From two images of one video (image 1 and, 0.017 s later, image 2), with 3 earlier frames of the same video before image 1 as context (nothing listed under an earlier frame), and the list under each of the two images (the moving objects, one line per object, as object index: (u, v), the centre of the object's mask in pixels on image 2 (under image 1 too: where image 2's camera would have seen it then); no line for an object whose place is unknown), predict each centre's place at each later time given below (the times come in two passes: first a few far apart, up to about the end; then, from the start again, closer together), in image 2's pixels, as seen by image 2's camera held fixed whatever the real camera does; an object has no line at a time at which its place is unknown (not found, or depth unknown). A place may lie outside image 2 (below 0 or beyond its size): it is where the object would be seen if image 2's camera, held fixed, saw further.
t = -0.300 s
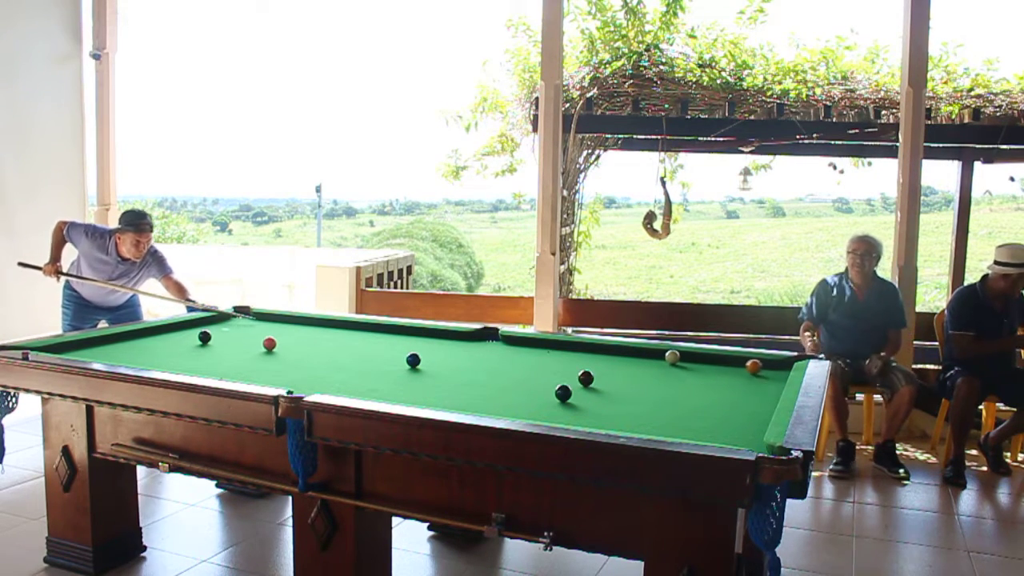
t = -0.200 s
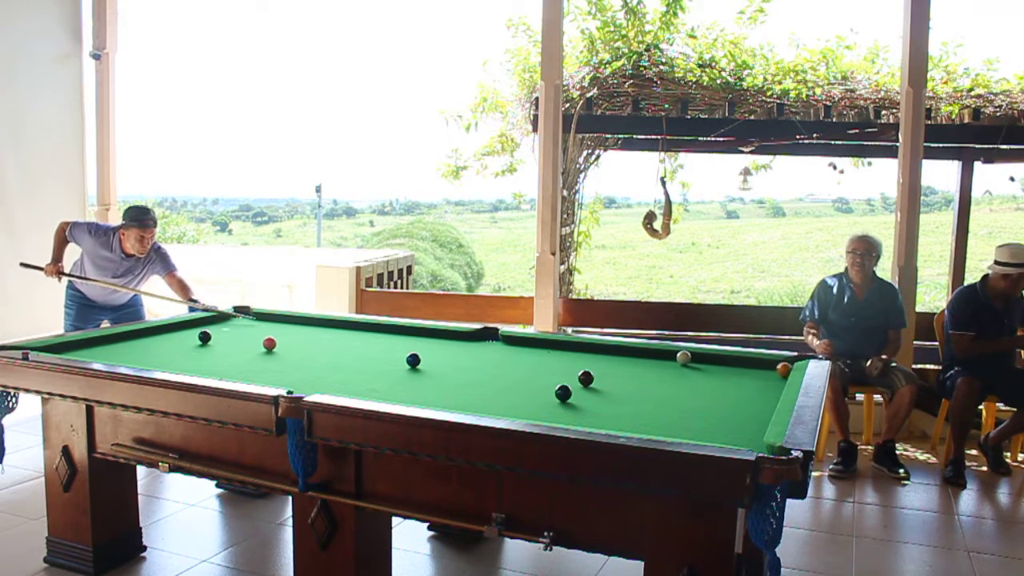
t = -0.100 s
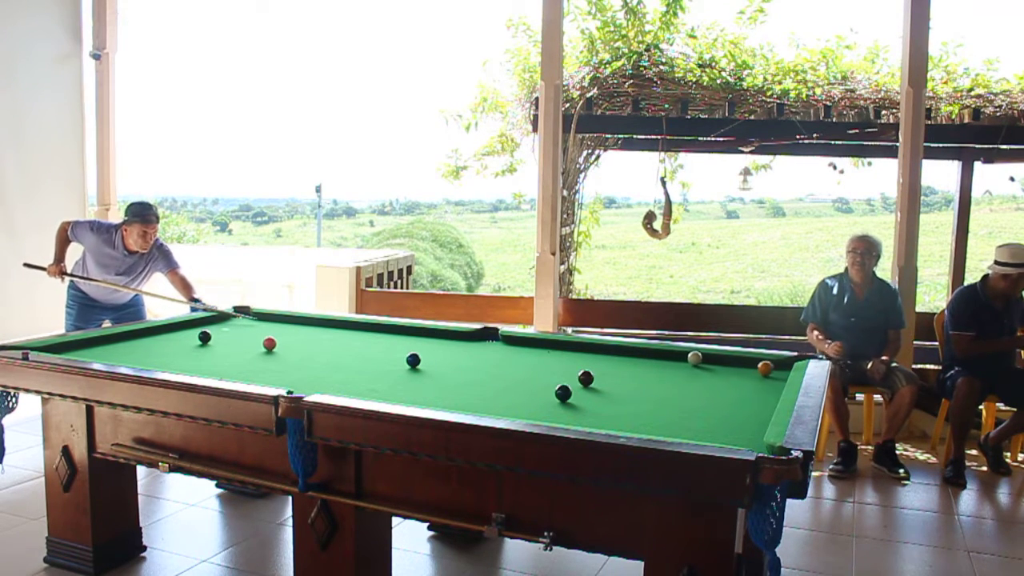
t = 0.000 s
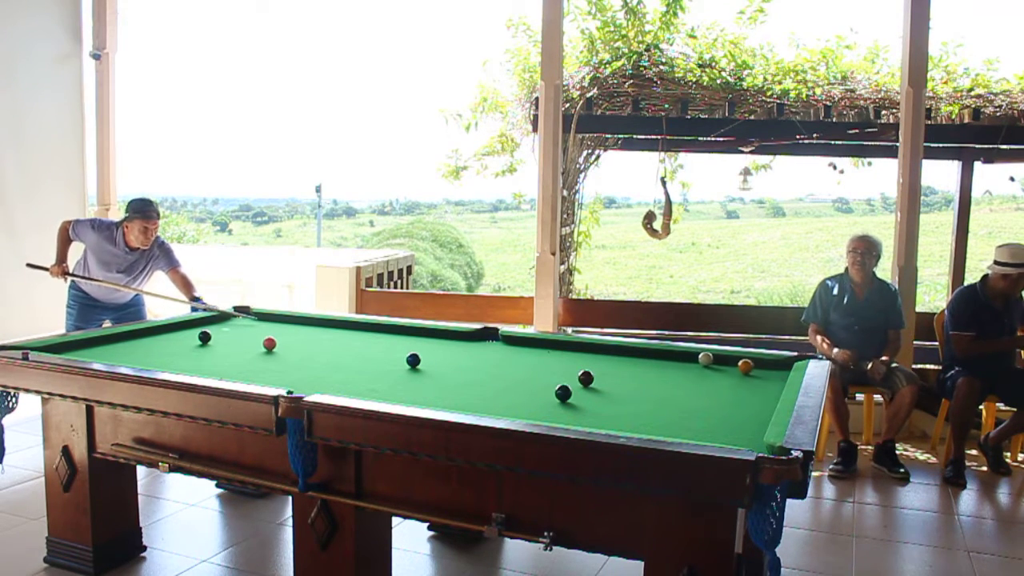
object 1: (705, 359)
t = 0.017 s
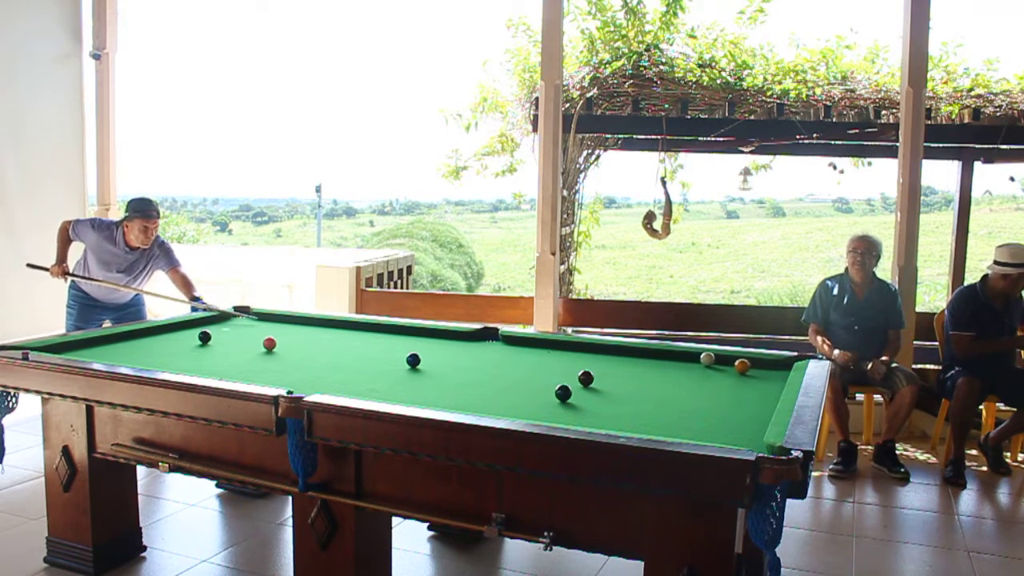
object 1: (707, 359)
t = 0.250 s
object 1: (731, 360)
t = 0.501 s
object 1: (755, 362)
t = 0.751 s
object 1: (777, 363)
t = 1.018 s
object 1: (789, 363)
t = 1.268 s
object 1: (788, 363)
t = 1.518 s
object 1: (789, 363)
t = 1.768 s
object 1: (789, 363)
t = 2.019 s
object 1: (789, 363)
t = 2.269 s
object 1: (789, 363)
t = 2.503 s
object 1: (789, 363)
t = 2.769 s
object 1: (789, 363)
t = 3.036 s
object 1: (790, 363)
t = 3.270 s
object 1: (789, 363)
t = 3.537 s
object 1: (789, 363)
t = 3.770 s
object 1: (789, 363)
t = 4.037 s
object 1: (789, 363)
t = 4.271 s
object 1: (789, 363)
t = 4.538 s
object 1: (789, 363)
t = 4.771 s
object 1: (789, 363)
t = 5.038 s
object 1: (789, 363)
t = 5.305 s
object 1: (789, 363)
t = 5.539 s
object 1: (789, 363)
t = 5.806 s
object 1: (789, 363)
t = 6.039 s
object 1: (789, 363)
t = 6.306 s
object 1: (789, 363)
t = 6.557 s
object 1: (789, 363)
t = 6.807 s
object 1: (789, 363)
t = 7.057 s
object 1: (789, 363)
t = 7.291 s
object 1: (789, 363)
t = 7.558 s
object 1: (790, 363)
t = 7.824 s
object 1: (790, 363)
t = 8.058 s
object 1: (790, 363)
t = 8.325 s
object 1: (790, 363)
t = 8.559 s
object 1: (790, 363)
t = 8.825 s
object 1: (790, 363)
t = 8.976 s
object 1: (790, 363)
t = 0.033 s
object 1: (709, 359)
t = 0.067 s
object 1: (712, 359)
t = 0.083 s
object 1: (714, 359)
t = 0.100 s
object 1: (714, 359)
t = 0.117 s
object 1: (715, 357)
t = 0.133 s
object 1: (719, 355)
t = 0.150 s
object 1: (723, 357)
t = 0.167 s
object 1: (724, 359)
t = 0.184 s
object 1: (724, 360)
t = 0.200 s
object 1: (726, 360)
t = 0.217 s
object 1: (728, 360)
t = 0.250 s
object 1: (731, 360)
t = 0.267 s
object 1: (733, 360)
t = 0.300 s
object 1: (736, 360)
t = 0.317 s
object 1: (738, 360)
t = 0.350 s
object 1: (741, 361)
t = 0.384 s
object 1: (744, 361)
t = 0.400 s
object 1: (746, 361)
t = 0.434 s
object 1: (749, 361)
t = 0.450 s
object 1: (750, 361)
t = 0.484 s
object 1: (753, 362)
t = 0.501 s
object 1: (755, 362)
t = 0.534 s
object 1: (758, 362)
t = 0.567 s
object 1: (761, 362)
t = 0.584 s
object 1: (763, 362)
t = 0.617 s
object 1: (766, 362)
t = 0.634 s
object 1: (767, 363)
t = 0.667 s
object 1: (770, 362)
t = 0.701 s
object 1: (773, 363)
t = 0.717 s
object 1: (775, 363)
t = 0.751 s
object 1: (777, 363)
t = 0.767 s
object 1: (779, 363)
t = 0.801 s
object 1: (781, 363)
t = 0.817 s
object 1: (783, 363)
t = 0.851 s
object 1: (785, 364)
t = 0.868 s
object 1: (786, 364)
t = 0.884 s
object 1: (788, 363)
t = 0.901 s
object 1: (789, 363)
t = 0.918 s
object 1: (790, 363)
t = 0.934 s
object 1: (790, 363)
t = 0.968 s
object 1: (790, 363)
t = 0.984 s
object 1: (789, 363)
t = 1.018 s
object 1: (789, 363)
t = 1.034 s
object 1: (789, 363)
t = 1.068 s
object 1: (788, 363)
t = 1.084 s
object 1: (788, 362)
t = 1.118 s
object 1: (788, 362)
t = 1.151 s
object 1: (788, 362)
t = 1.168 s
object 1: (788, 362)
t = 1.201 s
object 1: (788, 362)
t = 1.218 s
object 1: (788, 362)
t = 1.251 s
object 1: (788, 363)
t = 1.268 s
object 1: (788, 363)
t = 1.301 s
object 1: (788, 363)
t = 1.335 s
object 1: (789, 363)
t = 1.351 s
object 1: (789, 363)
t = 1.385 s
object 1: (789, 363)
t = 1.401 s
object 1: (789, 363)
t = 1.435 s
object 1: (789, 363)
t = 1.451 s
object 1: (789, 363)
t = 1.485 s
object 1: (789, 363)
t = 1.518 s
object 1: (789, 363)
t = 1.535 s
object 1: (789, 363)
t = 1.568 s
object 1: (789, 363)
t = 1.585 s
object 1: (789, 363)
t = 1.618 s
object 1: (789, 363)
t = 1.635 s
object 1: (789, 363)
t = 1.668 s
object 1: (789, 363)
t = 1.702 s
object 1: (789, 363)
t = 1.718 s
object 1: (789, 363)
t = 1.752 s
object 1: (789, 363)
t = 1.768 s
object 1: (789, 363)
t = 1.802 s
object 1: (789, 363)
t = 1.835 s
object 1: (789, 363)
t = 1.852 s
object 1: (789, 363)
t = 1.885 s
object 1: (789, 363)
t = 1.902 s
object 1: (789, 363)
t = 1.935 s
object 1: (789, 363)
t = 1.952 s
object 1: (789, 363)
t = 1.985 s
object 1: (789, 363)
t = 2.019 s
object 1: (789, 363)
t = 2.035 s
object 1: (789, 363)
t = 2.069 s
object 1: (789, 363)
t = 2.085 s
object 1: (789, 363)
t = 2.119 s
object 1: (790, 363)
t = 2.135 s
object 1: (789, 363)
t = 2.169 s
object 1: (789, 363)
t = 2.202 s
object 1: (789, 363)
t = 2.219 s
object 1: (789, 363)
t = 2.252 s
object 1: (789, 363)
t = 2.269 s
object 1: (789, 363)
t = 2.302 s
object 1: (789, 363)
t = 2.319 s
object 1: (789, 363)
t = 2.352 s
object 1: (789, 363)
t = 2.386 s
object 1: (789, 363)
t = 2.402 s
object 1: (789, 363)
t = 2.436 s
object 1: (789, 363)
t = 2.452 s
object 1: (789, 363)
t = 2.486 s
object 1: (789, 363)
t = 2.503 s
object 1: (789, 363)
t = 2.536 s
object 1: (789, 363)
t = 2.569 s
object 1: (789, 363)
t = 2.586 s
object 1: (789, 363)
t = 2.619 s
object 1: (789, 363)
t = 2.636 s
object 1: (789, 363)
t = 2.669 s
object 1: (789, 363)
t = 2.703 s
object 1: (789, 363)
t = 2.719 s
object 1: (789, 363)
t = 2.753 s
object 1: (789, 363)
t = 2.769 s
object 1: (789, 363)
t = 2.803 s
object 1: (790, 363)
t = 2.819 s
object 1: (789, 363)
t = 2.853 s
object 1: (789, 363)
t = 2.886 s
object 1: (789, 363)
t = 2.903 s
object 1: (789, 363)
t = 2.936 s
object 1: (790, 363)
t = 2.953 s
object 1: (789, 363)
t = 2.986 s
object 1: (789, 363)
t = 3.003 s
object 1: (789, 363)
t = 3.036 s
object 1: (790, 363)
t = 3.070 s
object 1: (790, 363)
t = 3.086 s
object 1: (790, 363)
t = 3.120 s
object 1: (789, 363)
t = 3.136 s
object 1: (789, 363)
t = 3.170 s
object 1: (790, 363)
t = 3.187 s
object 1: (790, 363)
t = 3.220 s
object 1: (789, 363)
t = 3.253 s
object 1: (789, 363)
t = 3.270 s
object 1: (789, 363)
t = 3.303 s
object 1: (789, 363)
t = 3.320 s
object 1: (789, 363)
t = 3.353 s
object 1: (789, 363)
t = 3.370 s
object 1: (789, 363)
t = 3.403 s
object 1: (789, 363)
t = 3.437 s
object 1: (789, 363)
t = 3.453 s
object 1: (789, 363)
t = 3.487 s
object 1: (789, 363)
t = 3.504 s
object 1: (789, 363)
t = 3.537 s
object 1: (789, 363)
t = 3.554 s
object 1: (789, 363)
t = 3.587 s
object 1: (789, 363)
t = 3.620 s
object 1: (789, 363)
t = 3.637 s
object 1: (789, 363)
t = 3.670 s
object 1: (789, 363)
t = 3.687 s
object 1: (789, 363)
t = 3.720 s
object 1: (789, 363)
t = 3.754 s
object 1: (789, 363)
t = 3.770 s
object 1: (789, 363)
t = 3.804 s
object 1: (789, 363)
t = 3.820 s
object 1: (789, 363)
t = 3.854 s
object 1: (789, 363)
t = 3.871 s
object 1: (789, 363)
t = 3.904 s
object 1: (789, 363)
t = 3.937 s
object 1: (789, 363)
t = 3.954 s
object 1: (789, 363)
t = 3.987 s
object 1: (789, 363)
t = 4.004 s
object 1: (789, 363)
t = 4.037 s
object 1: (789, 363)
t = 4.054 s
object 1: (789, 363)
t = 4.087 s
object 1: (789, 363)
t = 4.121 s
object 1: (789, 363)
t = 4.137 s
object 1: (789, 363)
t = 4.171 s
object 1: (789, 363)
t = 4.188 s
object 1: (789, 363)
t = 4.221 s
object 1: (789, 363)
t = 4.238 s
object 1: (789, 363)
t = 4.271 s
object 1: (789, 363)
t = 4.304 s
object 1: (789, 363)
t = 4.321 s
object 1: (789, 363)
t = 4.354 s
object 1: (789, 363)
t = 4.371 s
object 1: (789, 363)
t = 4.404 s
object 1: (789, 363)
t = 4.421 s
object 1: (789, 363)
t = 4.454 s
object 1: (789, 363)
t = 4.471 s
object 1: (789, 363)
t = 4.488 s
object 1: (789, 363)
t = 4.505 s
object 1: (789, 363)
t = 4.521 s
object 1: (790, 363)
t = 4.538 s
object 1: (789, 363)
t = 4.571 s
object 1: (789, 363)
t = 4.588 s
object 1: (789, 363)
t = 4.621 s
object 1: (789, 363)
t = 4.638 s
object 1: (789, 363)
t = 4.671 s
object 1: (789, 363)
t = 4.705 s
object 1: (789, 363)
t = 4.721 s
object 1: (789, 363)
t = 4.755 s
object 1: (789, 363)
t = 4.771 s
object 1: (789, 363)
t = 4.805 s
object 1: (789, 363)
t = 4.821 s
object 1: (789, 363)
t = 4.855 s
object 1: (790, 363)
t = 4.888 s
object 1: (789, 363)
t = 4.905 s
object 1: (789, 363)
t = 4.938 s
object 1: (789, 363)
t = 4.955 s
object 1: (789, 363)
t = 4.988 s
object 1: (789, 363)
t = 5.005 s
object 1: (789, 363)
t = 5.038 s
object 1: (789, 363)
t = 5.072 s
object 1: (789, 363)
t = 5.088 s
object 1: (789, 363)
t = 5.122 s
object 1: (789, 363)
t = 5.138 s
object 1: (789, 363)
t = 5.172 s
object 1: (789, 363)
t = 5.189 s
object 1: (789, 363)
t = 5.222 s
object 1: (789, 363)
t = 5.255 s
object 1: (789, 363)
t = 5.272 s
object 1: (789, 363)
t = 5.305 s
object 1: (789, 363)
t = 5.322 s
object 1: (789, 363)
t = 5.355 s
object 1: (789, 363)
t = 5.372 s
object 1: (789, 363)
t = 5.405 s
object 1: (789, 363)
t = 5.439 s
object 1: (789, 363)
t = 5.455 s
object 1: (789, 363)
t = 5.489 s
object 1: (789, 363)
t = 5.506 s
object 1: (789, 363)
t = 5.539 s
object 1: (789, 363)
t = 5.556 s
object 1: (789, 363)
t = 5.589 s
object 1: (789, 363)
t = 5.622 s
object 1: (789, 363)
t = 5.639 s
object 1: (789, 363)
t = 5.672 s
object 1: (789, 363)
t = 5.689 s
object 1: (789, 363)
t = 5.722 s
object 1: (789, 363)
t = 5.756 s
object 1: (789, 363)
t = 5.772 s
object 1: (789, 363)
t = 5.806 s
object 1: (789, 363)
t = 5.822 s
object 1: (789, 363)
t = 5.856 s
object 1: (789, 363)
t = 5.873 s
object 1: (789, 363)
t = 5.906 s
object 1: (789, 363)
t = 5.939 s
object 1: (789, 363)
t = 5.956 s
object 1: (789, 363)
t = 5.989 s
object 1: (789, 363)
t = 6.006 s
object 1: (789, 363)
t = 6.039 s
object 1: (789, 363)
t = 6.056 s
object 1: (789, 363)
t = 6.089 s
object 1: (789, 363)
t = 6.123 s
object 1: (789, 363)
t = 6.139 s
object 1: (789, 363)
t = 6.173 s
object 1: (790, 363)
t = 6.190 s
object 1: (789, 363)
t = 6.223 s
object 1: (790, 363)
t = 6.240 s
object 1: (790, 363)
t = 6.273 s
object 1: (790, 363)
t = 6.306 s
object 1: (789, 363)
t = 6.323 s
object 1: (789, 363)
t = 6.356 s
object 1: (789, 363)
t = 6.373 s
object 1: (789, 363)
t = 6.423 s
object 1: (789, 363)
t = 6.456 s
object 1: (789, 363)
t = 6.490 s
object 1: (789, 363)
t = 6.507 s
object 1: (789, 363)
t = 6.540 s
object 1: (789, 363)
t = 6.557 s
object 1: (789, 363)
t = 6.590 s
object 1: (789, 363)
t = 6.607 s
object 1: (789, 363)
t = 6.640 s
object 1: (789, 363)
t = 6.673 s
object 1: (789, 363)
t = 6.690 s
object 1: (789, 363)
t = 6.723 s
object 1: (789, 363)
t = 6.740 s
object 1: (789, 363)
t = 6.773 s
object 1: (789, 363)
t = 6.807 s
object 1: (789, 363)
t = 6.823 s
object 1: (790, 363)
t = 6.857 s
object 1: (789, 363)
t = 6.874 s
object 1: (789, 363)
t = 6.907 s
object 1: (789, 363)
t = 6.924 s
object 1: (789, 363)
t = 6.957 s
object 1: (789, 363)
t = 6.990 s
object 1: (789, 363)
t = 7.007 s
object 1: (789, 363)
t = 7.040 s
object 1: (789, 363)
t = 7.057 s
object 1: (789, 363)
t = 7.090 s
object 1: (790, 363)
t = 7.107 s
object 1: (790, 363)
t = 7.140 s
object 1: (789, 363)
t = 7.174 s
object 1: (789, 363)
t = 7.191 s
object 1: (789, 363)
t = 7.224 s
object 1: (789, 363)
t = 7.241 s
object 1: (789, 363)
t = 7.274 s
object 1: (789, 363)
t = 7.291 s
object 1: (789, 363)
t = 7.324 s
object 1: (790, 363)
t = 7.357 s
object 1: (790, 363)
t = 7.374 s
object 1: (790, 363)
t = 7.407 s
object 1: (790, 363)
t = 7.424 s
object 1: (790, 363)
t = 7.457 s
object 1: (790, 363)
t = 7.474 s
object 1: (789, 363)
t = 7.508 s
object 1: (790, 363)
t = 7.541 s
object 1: (790, 363)
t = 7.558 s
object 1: (790, 363)
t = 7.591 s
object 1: (790, 363)
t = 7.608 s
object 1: (790, 363)
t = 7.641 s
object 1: (790, 363)
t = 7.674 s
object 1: (790, 363)
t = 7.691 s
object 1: (790, 363)
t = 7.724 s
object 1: (790, 363)
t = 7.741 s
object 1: (790, 363)
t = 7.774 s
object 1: (790, 363)
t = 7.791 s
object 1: (790, 363)
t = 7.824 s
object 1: (790, 363)
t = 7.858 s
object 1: (790, 363)
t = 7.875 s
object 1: (790, 363)
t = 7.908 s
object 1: (790, 363)
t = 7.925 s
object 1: (790, 363)
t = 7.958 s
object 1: (790, 363)
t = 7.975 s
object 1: (790, 363)
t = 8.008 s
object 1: (790, 363)
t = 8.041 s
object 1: (790, 363)
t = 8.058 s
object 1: (790, 363)
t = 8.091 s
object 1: (790, 363)
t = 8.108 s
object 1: (790, 363)
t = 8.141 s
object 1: (790, 363)
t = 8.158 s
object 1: (790, 363)
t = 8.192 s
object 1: (790, 363)
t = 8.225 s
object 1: (790, 363)
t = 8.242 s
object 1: (790, 363)
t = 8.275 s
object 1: (790, 363)
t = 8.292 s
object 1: (790, 363)
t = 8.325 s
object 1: (790, 363)
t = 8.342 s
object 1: (790, 363)
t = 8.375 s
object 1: (790, 363)
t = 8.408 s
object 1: (790, 363)
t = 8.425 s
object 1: (790, 363)
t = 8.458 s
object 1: (790, 363)
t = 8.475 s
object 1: (790, 363)
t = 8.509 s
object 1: (790, 363)
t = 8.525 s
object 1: (790, 363)
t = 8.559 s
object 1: (790, 363)
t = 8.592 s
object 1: (790, 363)
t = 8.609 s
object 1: (790, 363)
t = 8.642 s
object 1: (790, 363)
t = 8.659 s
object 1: (790, 363)
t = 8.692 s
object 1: (790, 363)
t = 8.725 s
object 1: (790, 363)
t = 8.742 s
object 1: (790, 363)
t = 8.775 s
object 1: (790, 363)
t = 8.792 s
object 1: (790, 363)
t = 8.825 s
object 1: (790, 363)
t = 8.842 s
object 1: (790, 363)
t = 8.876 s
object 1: (790, 363)
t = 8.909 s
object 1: (790, 363)
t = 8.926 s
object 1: (790, 363)
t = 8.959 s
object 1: (790, 363)
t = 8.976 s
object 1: (790, 363)
